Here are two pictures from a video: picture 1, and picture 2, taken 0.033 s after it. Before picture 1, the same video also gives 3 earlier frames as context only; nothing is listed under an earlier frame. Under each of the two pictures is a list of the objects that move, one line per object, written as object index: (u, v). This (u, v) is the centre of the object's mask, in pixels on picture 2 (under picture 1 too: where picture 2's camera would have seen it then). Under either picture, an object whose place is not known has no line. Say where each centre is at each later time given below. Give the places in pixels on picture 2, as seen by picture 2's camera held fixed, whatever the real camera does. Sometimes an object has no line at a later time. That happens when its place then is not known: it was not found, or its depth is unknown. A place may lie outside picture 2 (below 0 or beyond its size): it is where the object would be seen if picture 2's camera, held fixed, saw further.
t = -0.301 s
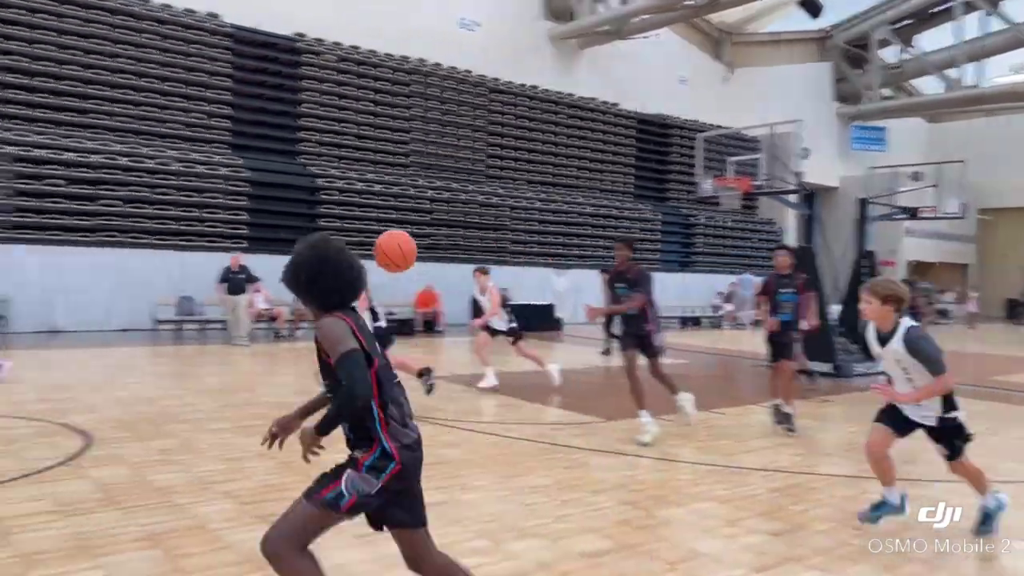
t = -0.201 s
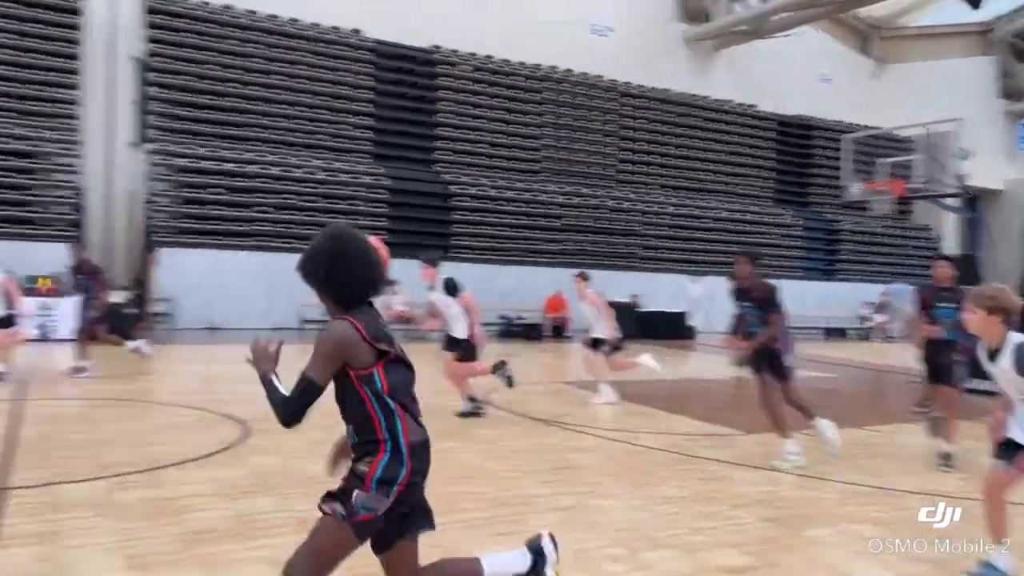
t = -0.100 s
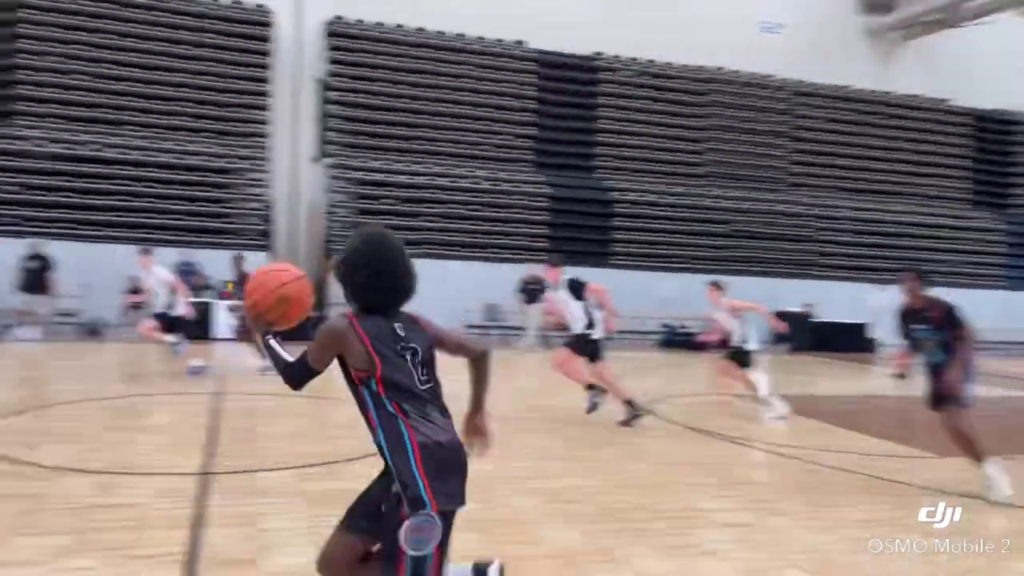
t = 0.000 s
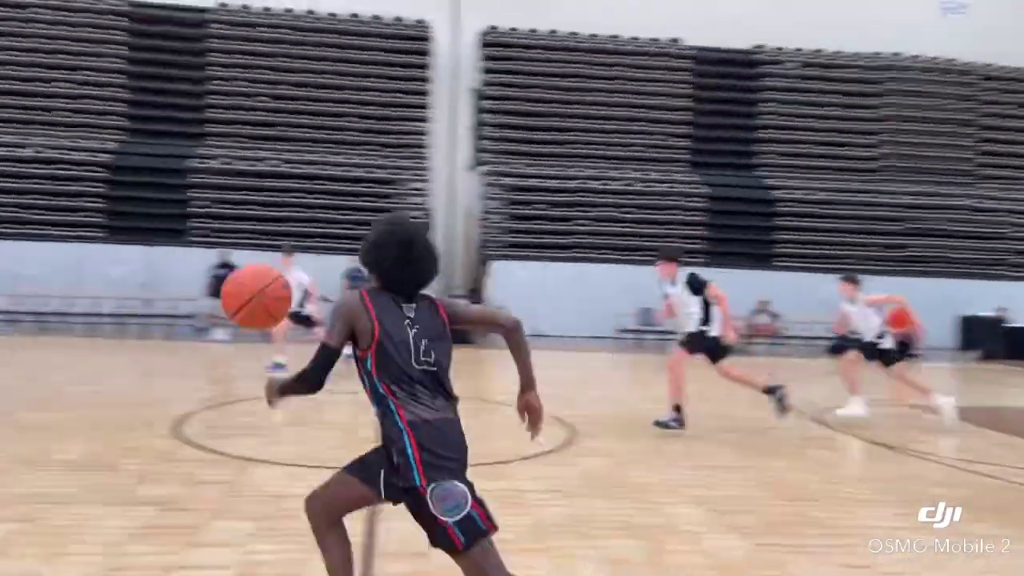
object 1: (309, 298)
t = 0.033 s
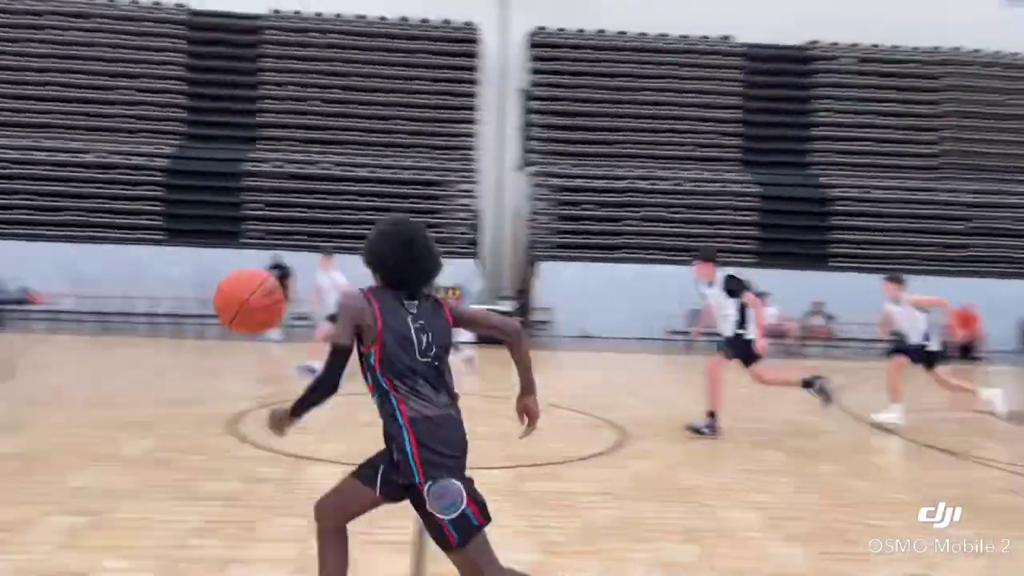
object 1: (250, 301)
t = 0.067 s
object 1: (190, 308)
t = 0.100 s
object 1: (126, 318)
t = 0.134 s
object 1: (61, 331)
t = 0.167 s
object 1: (-4, 347)
